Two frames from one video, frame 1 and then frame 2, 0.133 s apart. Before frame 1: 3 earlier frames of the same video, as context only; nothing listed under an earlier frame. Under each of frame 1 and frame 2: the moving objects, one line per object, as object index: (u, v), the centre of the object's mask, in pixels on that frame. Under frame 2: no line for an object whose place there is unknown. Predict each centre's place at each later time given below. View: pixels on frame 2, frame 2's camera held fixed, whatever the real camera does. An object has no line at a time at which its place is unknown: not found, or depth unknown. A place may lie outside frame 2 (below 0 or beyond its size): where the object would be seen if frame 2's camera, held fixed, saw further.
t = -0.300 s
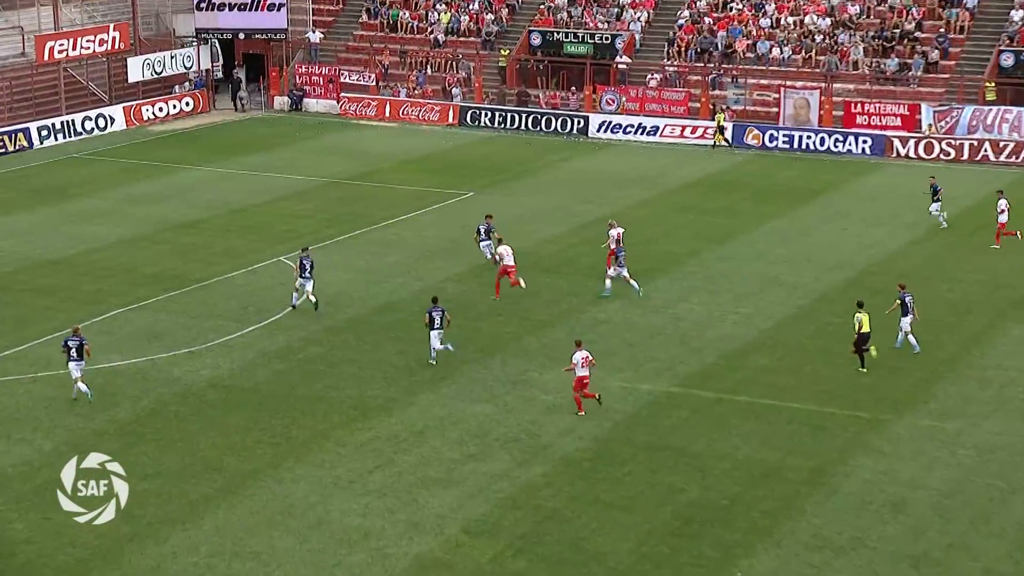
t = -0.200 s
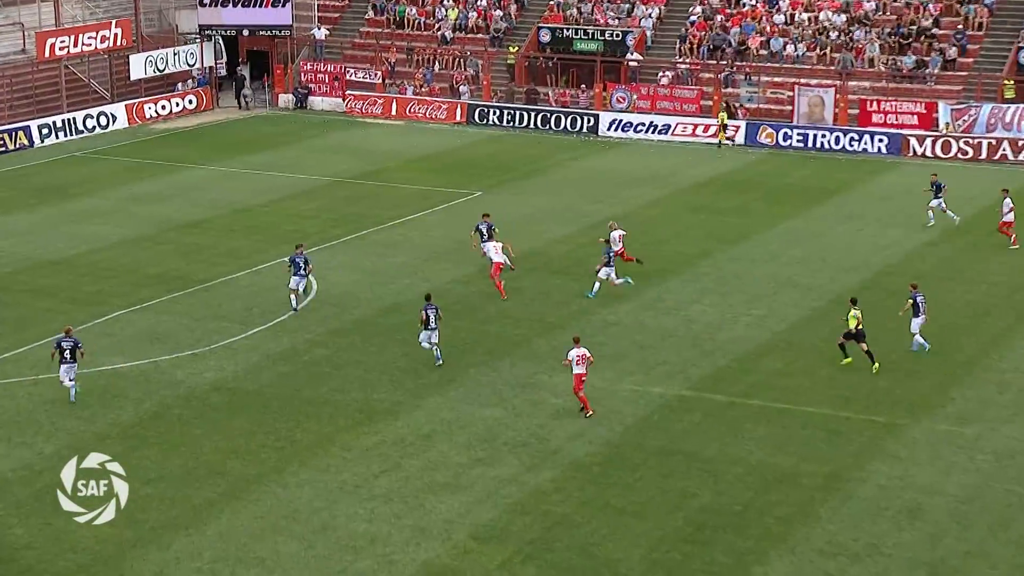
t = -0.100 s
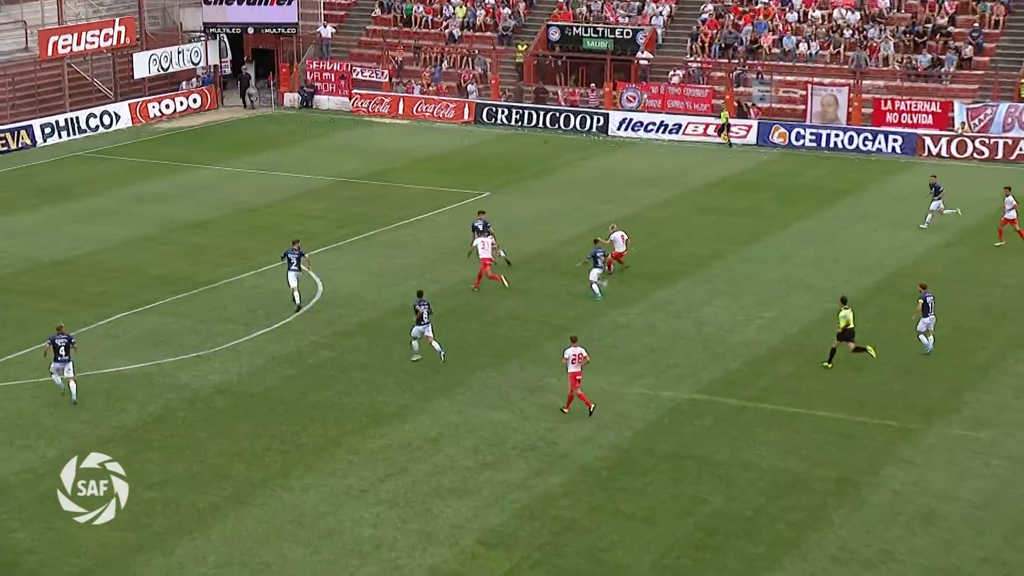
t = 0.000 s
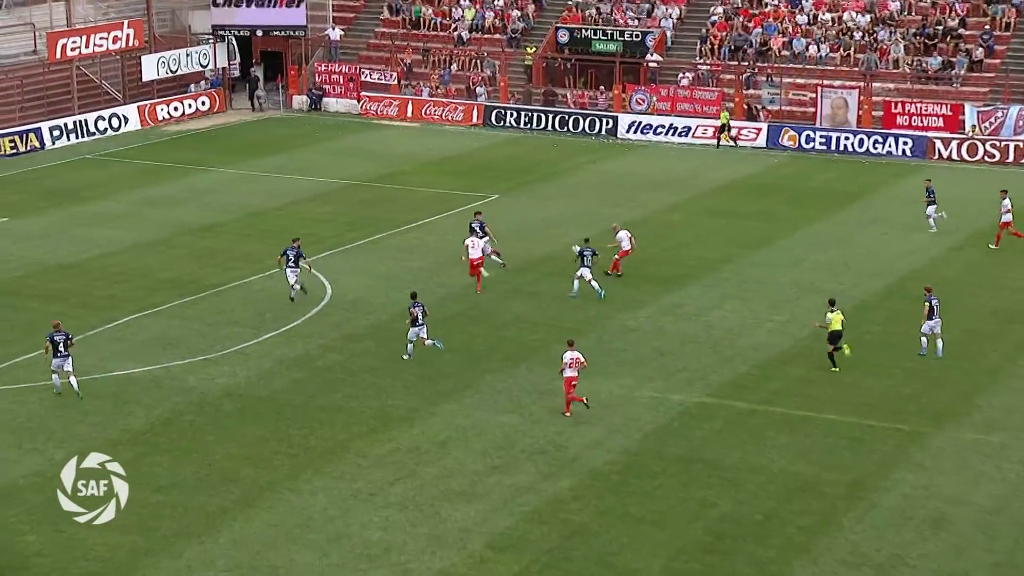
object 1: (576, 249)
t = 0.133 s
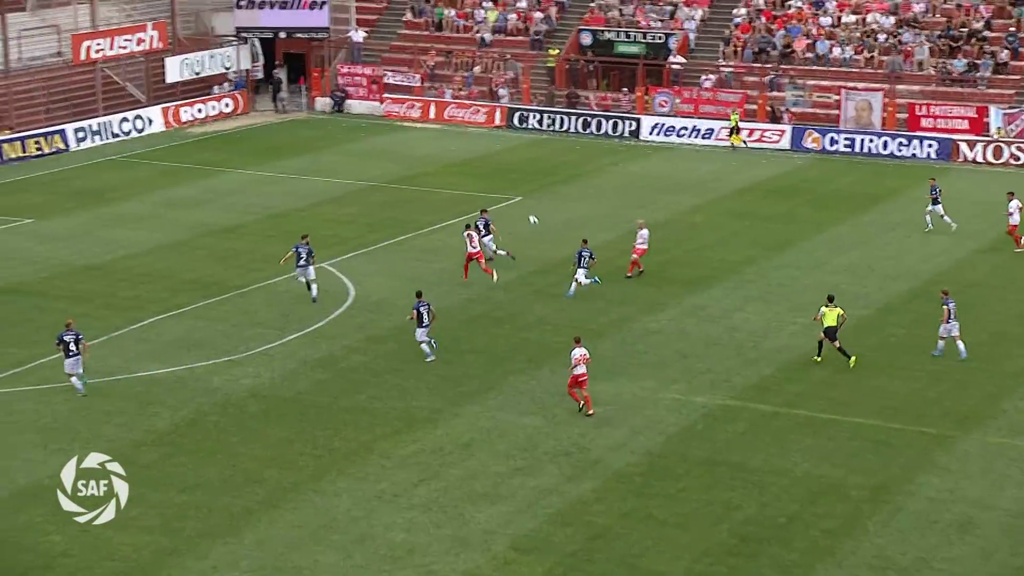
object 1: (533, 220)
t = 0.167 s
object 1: (518, 212)
